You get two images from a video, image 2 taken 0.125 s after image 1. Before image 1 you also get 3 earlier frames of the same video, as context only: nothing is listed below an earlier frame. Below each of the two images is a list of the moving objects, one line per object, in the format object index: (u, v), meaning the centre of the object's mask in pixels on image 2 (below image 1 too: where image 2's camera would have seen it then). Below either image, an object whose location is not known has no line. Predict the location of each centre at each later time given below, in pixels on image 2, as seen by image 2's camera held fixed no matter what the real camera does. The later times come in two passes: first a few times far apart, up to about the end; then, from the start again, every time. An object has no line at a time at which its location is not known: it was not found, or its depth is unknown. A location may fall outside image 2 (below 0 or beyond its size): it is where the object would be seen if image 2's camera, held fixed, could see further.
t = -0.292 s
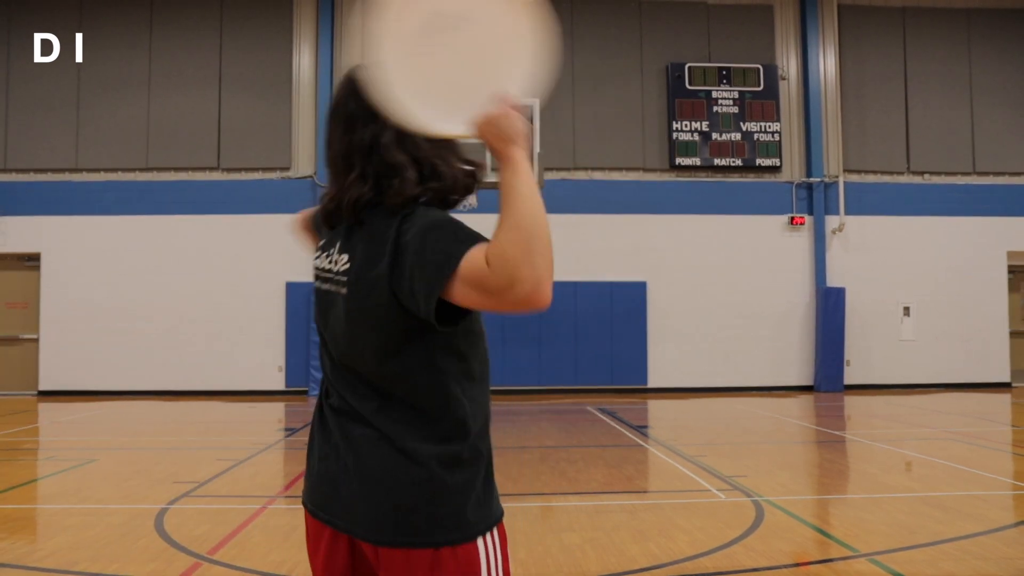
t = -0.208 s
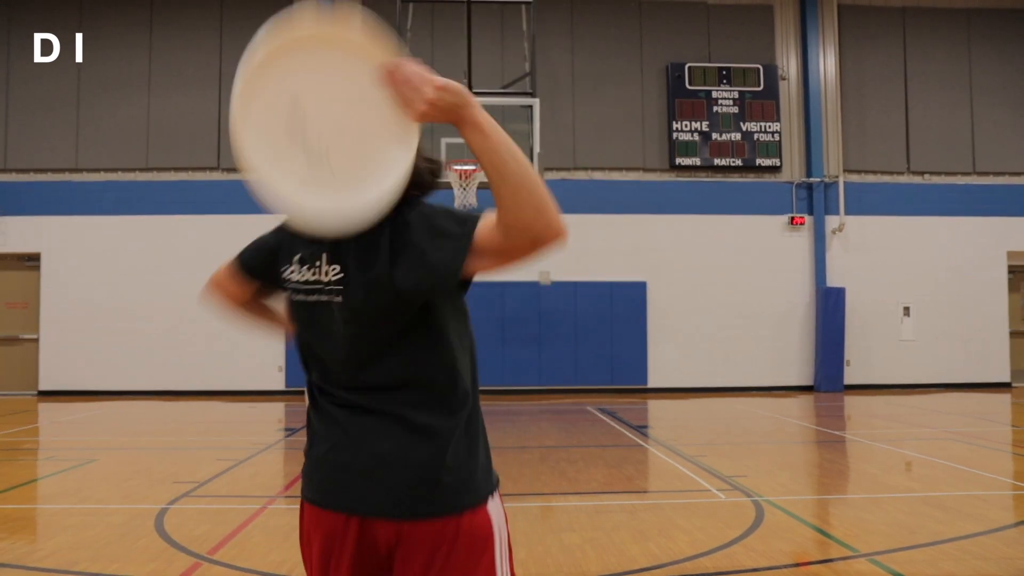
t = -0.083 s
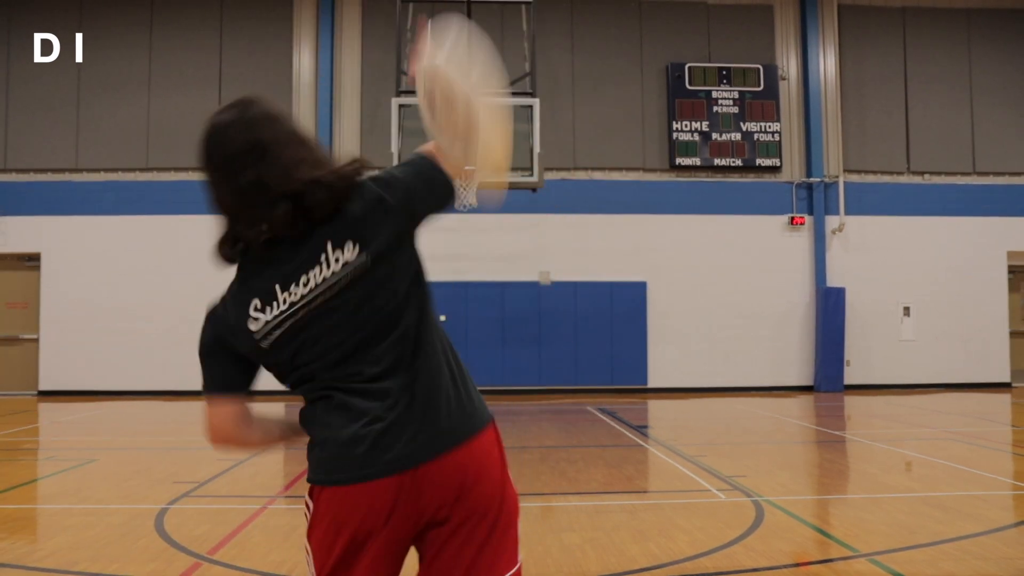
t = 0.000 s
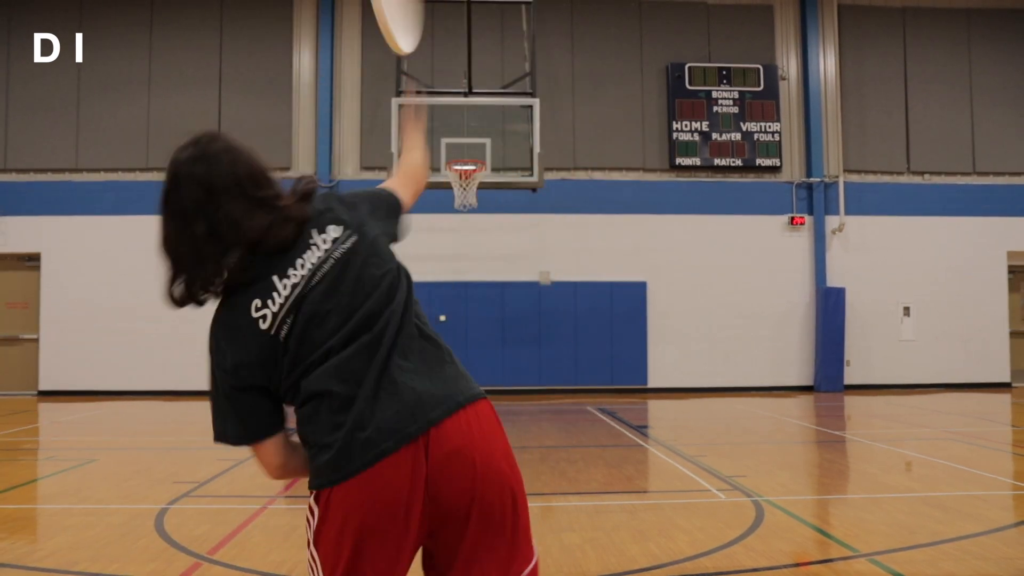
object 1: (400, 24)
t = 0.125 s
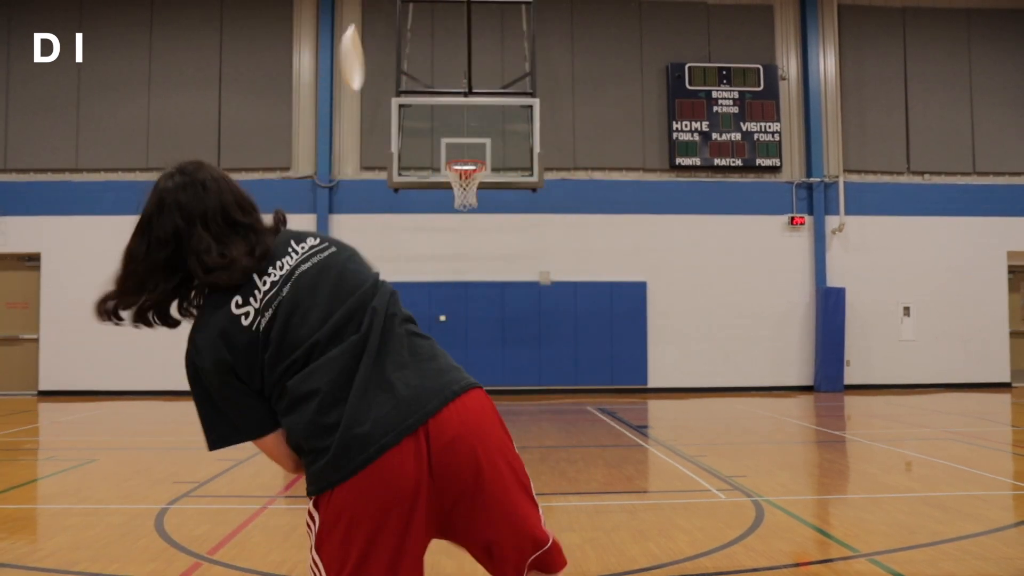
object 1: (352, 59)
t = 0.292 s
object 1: (360, 113)
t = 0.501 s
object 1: (383, 174)
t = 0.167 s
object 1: (352, 71)
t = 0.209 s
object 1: (354, 87)
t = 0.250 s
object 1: (356, 100)
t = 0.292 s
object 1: (360, 113)
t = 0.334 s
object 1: (364, 126)
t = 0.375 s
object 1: (368, 137)
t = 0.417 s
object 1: (373, 150)
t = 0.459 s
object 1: (378, 161)
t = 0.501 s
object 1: (383, 174)
